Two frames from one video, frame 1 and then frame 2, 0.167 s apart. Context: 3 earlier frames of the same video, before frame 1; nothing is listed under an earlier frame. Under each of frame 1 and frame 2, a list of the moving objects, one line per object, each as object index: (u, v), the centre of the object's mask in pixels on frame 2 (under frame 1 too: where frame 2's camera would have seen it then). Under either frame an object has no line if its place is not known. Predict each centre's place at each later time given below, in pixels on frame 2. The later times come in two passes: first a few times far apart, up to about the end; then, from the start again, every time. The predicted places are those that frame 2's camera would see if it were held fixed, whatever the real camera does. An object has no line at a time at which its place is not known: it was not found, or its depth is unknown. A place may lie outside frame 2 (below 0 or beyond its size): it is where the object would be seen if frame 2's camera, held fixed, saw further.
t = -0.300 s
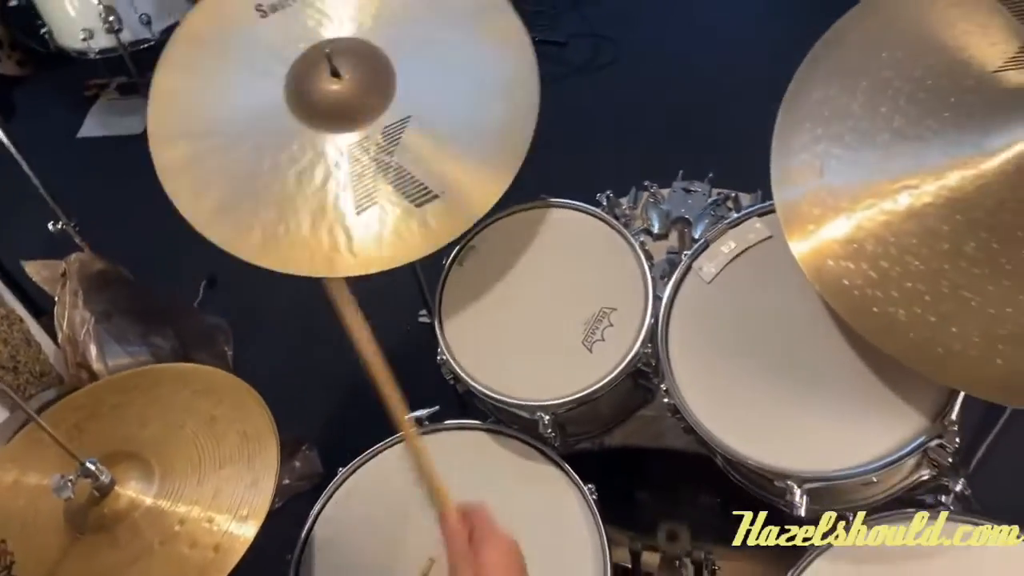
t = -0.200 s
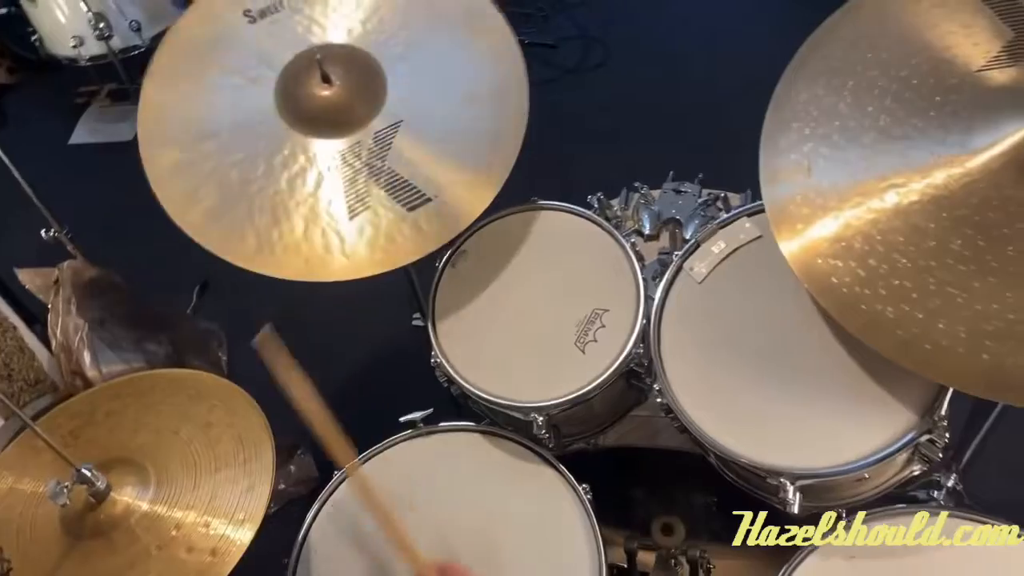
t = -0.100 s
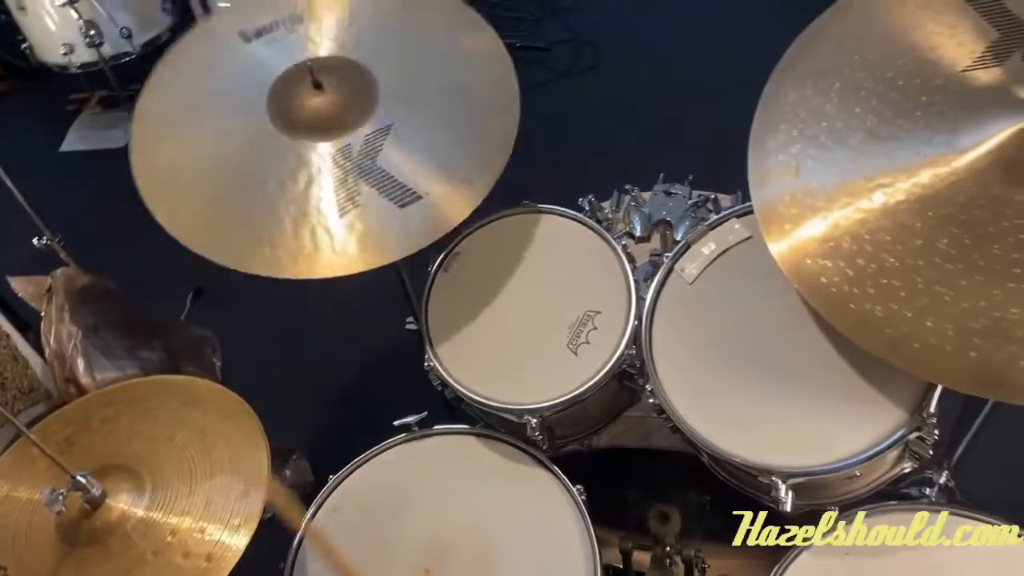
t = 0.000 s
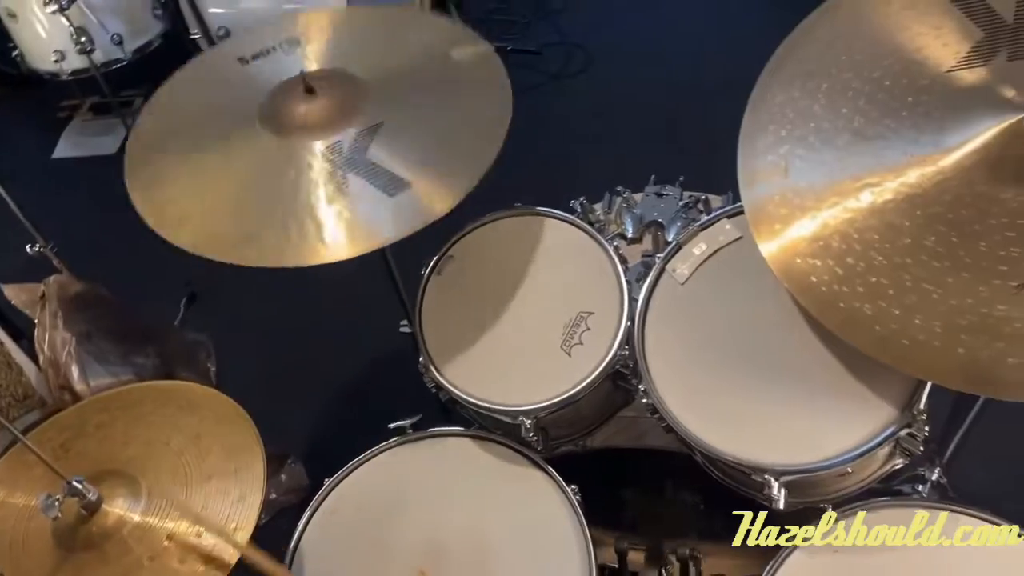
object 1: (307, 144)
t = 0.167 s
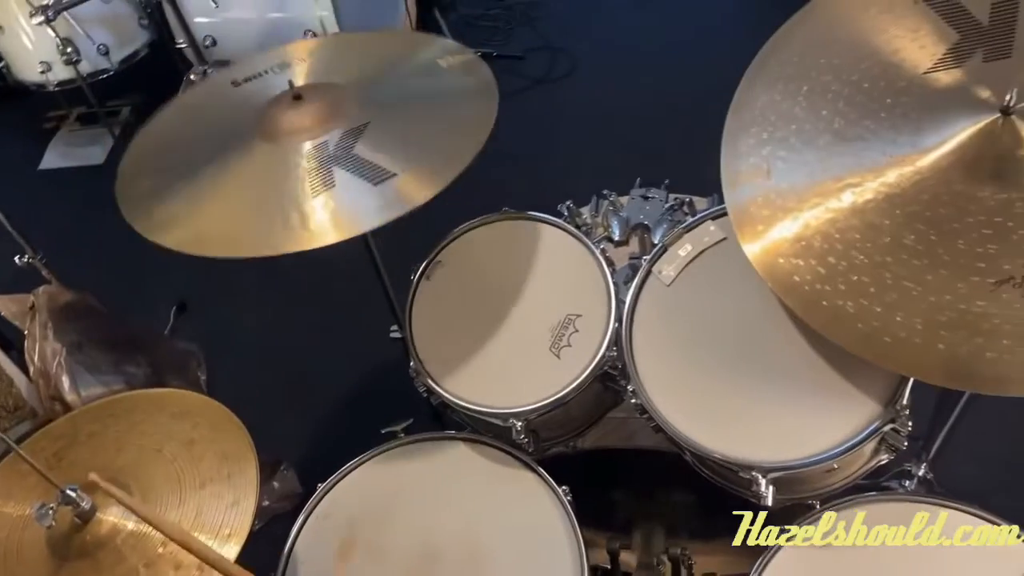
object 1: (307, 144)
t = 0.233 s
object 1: (307, 144)
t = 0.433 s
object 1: (305, 140)
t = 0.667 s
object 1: (304, 138)
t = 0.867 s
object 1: (307, 144)
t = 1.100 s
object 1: (306, 144)
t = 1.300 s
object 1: (304, 138)
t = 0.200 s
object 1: (307, 144)
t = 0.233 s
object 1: (307, 144)
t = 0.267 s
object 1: (307, 144)
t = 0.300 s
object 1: (307, 144)
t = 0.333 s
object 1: (306, 144)
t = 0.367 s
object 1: (306, 143)
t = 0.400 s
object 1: (306, 141)
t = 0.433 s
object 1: (305, 140)
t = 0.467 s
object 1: (304, 138)
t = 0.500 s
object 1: (303, 137)
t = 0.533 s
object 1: (303, 137)
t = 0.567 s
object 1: (303, 137)
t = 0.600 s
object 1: (303, 137)
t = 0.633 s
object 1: (303, 138)
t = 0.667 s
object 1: (304, 138)
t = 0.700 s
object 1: (305, 139)
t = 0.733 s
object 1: (305, 140)
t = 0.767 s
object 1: (306, 142)
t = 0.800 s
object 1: (306, 143)
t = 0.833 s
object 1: (307, 144)
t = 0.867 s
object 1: (307, 144)
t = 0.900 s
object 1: (307, 144)
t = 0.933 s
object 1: (306, 144)
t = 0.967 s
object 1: (306, 144)
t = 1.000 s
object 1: (306, 145)
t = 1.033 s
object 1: (306, 144)
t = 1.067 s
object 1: (306, 144)
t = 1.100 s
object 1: (306, 144)
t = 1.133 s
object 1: (306, 143)
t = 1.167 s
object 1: (305, 142)
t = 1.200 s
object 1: (305, 141)
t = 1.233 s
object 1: (305, 140)
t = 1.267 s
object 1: (304, 139)
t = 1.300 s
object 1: (304, 138)
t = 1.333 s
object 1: (304, 139)
